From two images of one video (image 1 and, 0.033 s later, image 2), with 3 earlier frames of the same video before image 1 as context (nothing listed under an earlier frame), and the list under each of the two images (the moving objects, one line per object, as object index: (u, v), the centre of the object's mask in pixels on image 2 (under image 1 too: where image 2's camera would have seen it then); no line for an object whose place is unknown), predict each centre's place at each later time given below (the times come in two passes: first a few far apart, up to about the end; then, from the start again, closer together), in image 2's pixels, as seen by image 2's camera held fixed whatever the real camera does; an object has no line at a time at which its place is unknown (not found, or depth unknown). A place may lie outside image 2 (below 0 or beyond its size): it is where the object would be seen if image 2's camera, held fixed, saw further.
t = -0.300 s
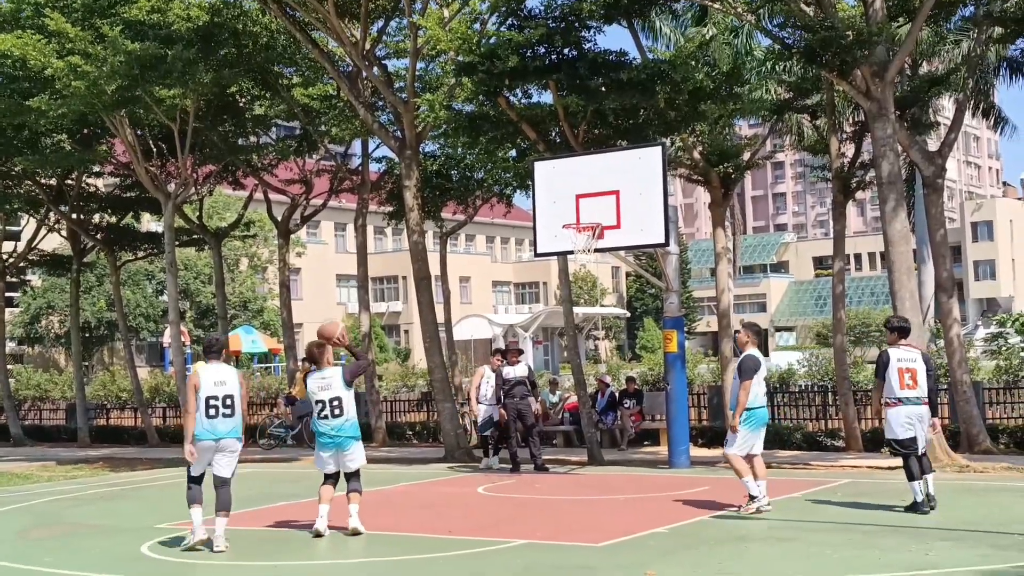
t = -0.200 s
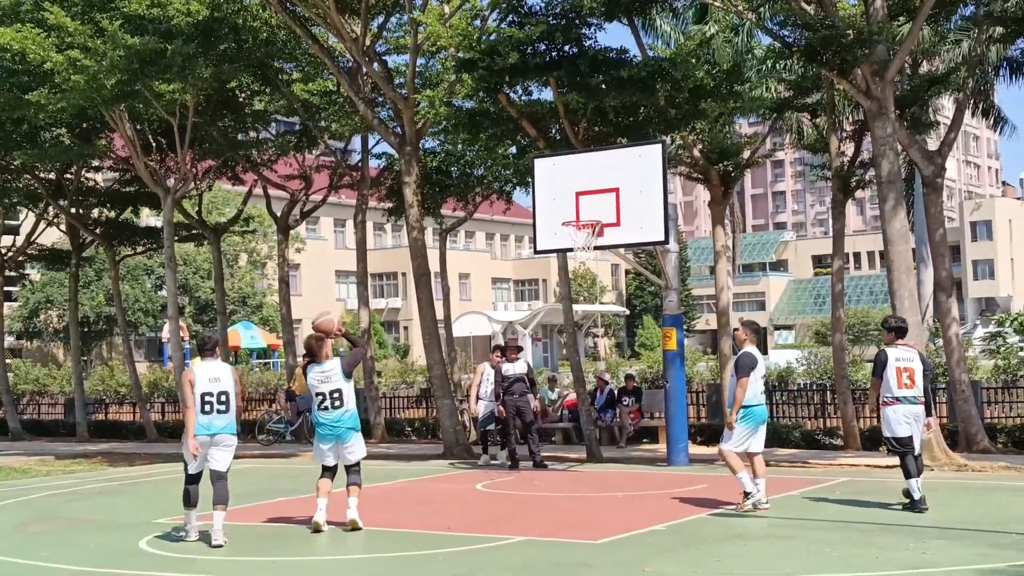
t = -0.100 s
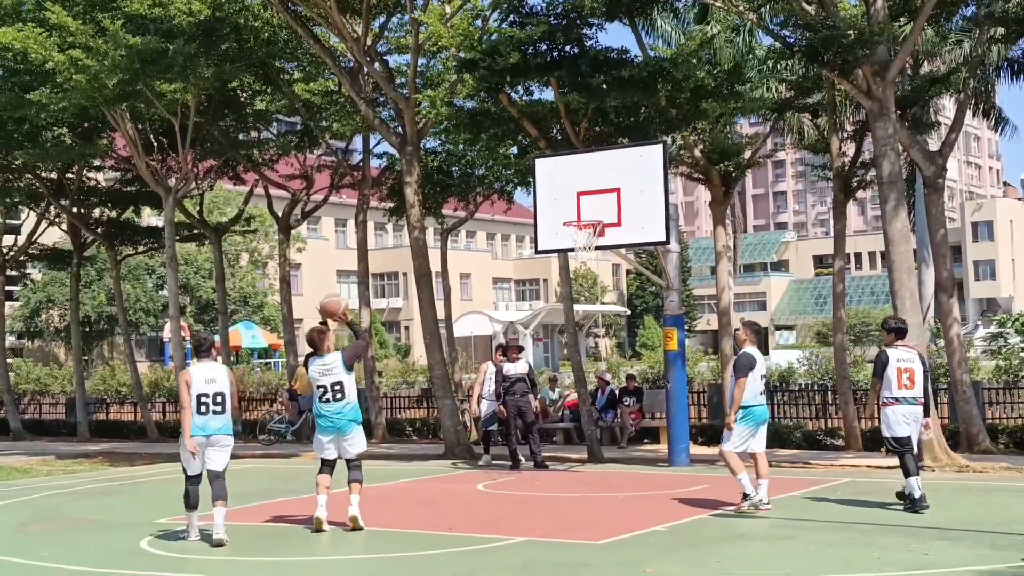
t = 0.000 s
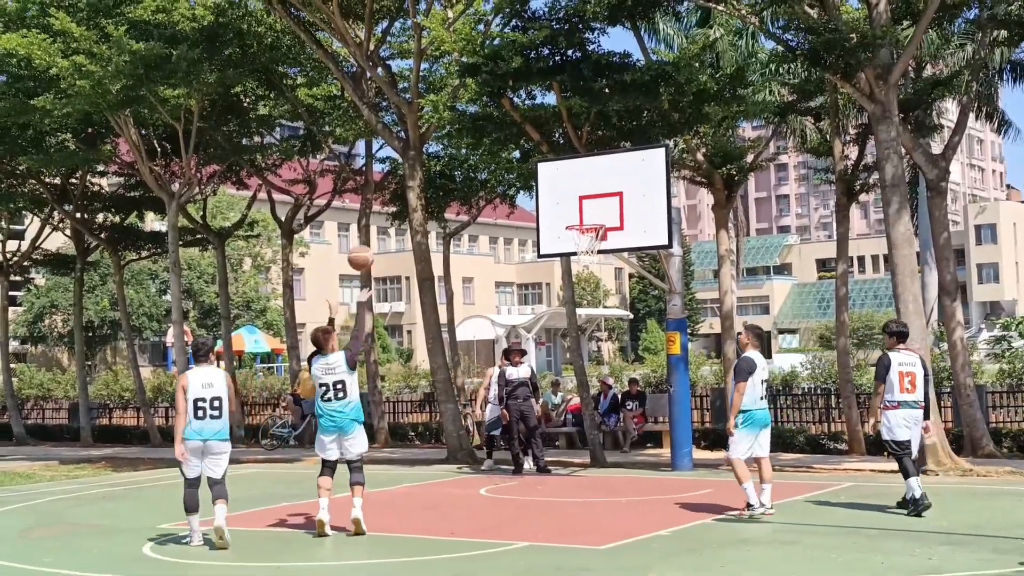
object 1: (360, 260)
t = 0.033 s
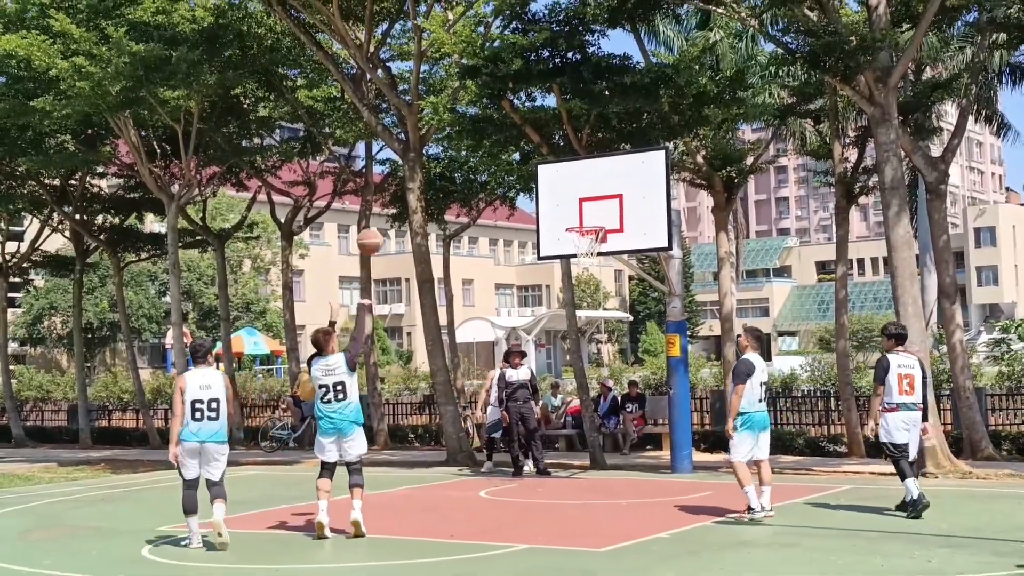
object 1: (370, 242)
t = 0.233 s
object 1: (423, 161)
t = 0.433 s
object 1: (471, 129)
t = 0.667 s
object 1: (522, 139)
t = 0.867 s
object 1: (562, 185)
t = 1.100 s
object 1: (594, 260)
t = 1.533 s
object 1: (615, 434)
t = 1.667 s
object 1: (616, 452)
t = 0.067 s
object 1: (379, 224)
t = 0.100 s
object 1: (388, 209)
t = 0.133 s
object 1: (397, 195)
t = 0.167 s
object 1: (405, 182)
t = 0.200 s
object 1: (414, 170)
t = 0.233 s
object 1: (423, 161)
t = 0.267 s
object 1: (431, 153)
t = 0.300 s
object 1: (439, 146)
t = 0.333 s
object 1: (448, 139)
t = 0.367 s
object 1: (455, 135)
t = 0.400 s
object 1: (464, 131)
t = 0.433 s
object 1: (471, 129)
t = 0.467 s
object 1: (479, 127)
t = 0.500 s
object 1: (486, 127)
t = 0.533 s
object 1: (494, 127)
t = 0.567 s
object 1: (501, 128)
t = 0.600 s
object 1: (508, 131)
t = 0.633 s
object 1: (515, 135)
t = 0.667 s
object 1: (522, 139)
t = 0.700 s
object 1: (529, 145)
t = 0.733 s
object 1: (536, 151)
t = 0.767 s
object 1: (542, 158)
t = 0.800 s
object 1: (549, 166)
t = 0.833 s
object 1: (555, 176)
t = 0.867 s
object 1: (562, 185)
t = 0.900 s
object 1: (569, 195)
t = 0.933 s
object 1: (575, 207)
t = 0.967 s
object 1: (581, 218)
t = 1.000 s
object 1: (588, 230)
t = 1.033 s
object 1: (592, 241)
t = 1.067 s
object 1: (590, 244)
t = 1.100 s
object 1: (594, 260)
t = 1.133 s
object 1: (596, 266)
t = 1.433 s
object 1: (610, 377)
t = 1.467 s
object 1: (612, 396)
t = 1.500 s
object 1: (613, 415)
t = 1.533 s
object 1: (615, 434)
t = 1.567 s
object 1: (617, 453)
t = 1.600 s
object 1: (618, 476)
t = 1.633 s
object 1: (617, 469)
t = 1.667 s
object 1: (616, 452)
